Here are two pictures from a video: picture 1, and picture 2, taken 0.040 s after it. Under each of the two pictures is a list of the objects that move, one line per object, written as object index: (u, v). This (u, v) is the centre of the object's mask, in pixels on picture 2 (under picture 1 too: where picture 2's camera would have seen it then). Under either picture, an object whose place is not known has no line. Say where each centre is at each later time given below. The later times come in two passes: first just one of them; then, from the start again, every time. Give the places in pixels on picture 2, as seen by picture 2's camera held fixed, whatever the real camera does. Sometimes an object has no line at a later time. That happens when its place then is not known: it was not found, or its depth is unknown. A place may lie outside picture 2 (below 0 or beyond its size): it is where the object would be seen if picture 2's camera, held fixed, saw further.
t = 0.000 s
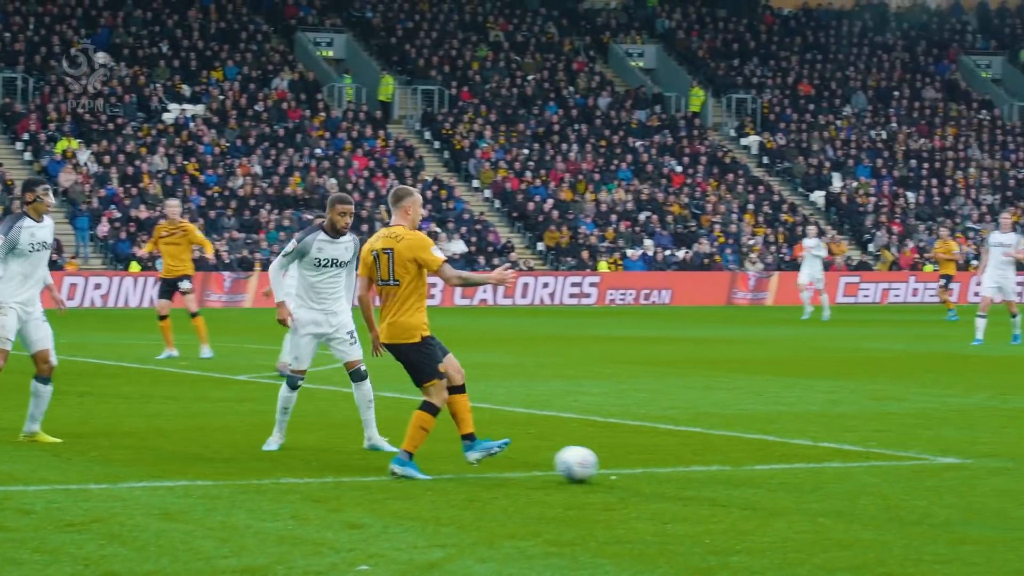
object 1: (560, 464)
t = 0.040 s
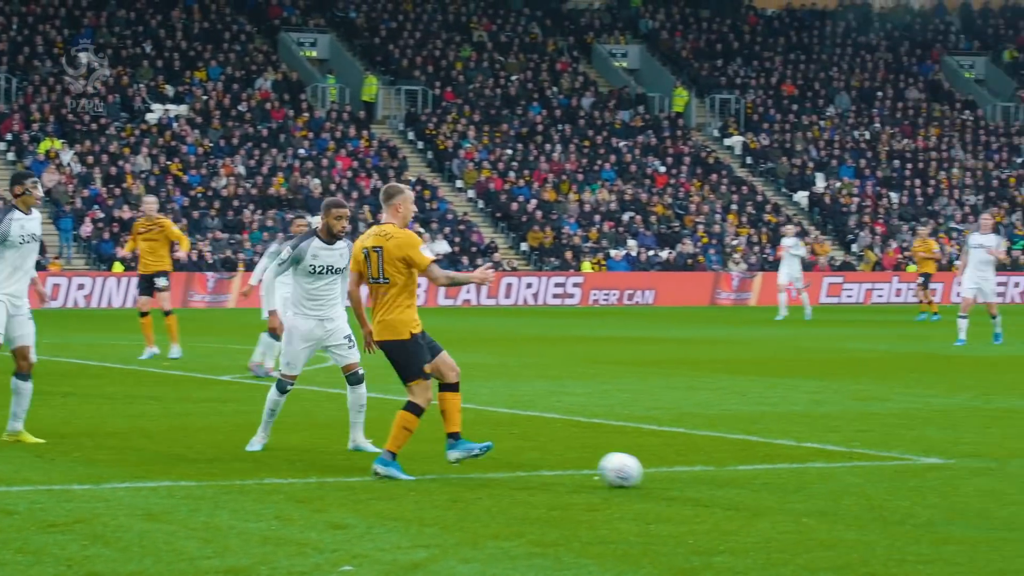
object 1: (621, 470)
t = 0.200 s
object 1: (859, 485)
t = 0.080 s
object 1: (679, 471)
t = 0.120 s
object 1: (737, 473)
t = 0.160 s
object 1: (797, 478)
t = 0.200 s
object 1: (859, 485)
